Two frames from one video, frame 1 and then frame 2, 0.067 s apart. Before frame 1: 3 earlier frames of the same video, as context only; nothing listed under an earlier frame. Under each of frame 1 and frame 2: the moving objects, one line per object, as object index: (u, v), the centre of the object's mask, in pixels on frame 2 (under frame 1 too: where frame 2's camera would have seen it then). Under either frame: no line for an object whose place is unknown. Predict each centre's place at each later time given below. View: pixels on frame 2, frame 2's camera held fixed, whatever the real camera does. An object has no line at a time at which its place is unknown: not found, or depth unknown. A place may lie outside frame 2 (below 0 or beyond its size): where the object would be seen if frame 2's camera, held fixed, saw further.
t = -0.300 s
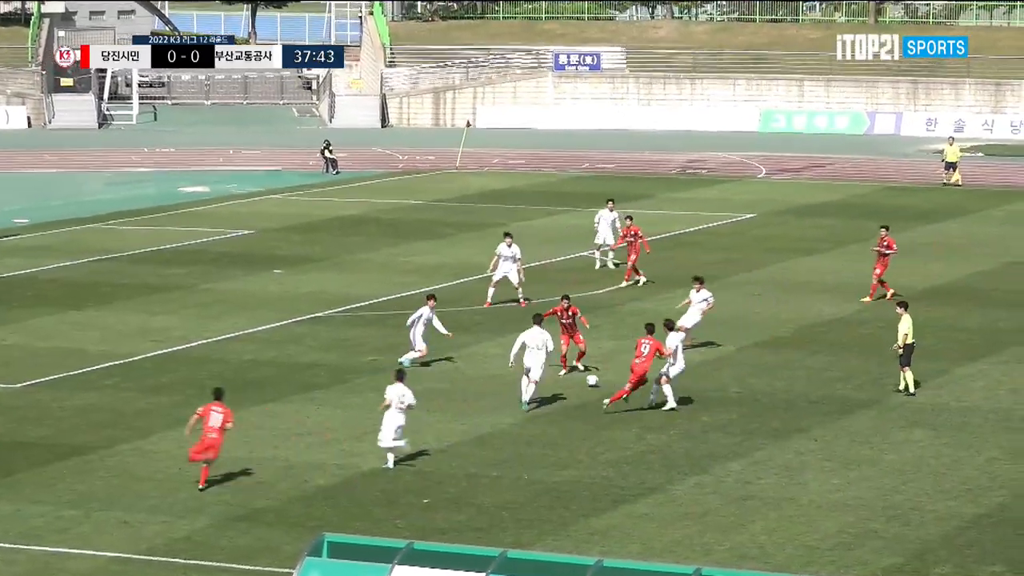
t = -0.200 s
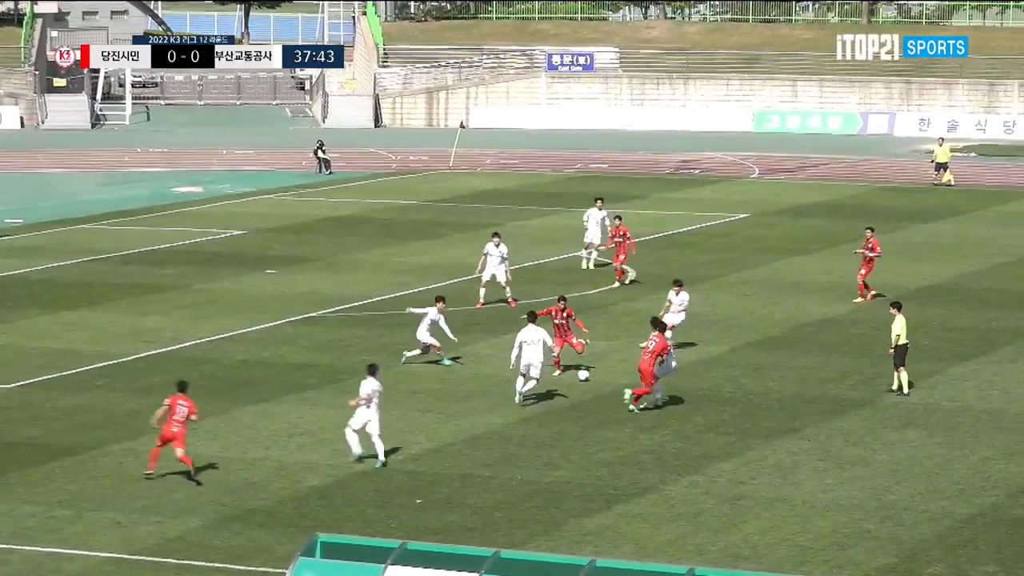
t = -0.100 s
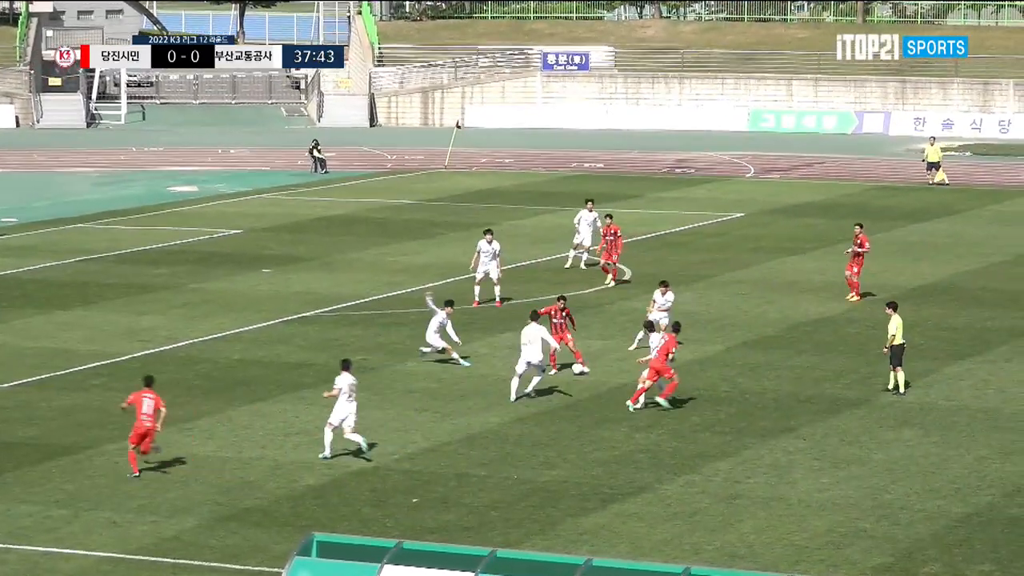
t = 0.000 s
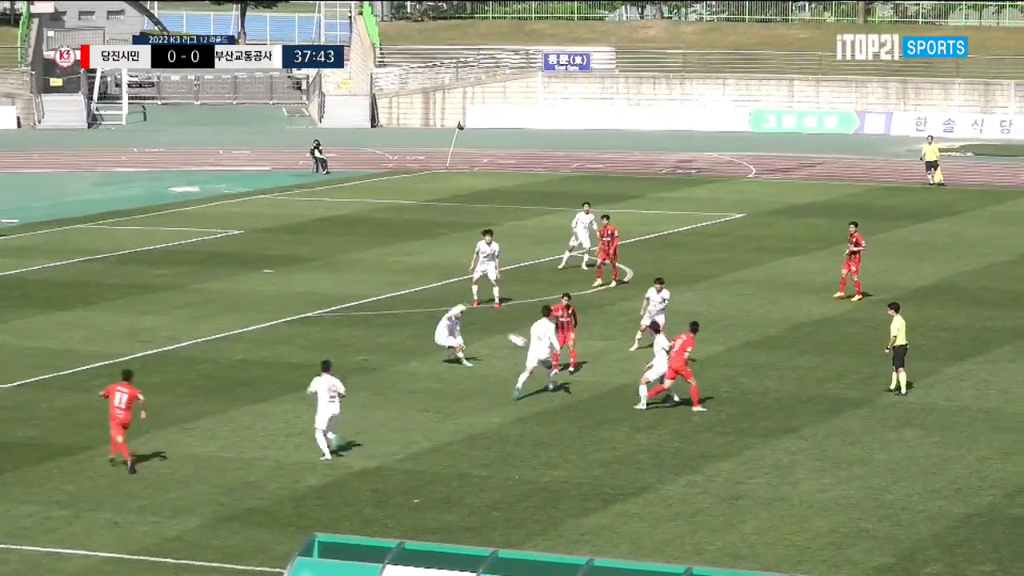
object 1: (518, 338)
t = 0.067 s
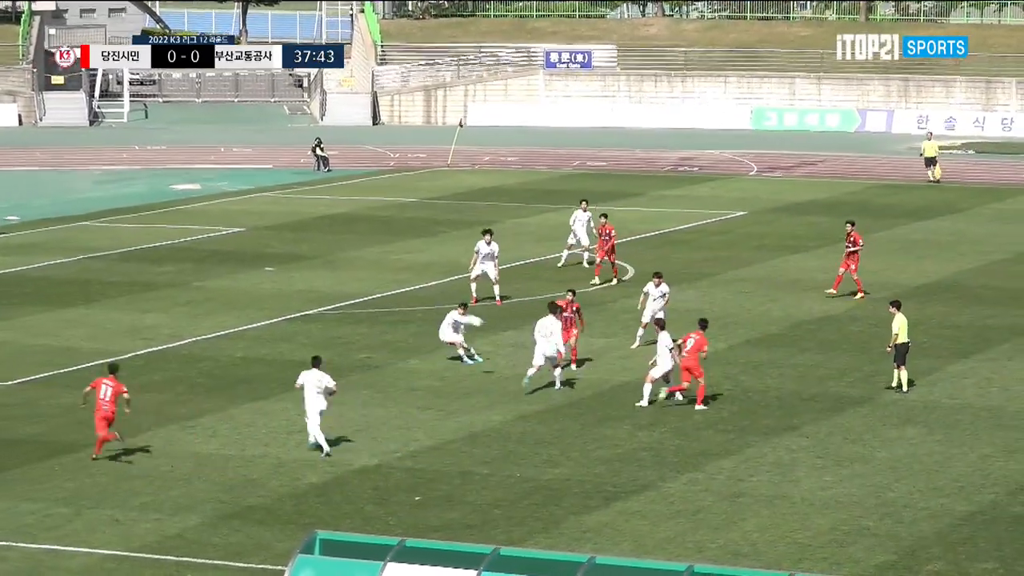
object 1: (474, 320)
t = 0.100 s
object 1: (446, 311)
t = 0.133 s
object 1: (428, 305)
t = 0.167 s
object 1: (406, 299)
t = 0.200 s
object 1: (384, 292)
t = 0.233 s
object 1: (362, 287)
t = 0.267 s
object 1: (340, 282)
